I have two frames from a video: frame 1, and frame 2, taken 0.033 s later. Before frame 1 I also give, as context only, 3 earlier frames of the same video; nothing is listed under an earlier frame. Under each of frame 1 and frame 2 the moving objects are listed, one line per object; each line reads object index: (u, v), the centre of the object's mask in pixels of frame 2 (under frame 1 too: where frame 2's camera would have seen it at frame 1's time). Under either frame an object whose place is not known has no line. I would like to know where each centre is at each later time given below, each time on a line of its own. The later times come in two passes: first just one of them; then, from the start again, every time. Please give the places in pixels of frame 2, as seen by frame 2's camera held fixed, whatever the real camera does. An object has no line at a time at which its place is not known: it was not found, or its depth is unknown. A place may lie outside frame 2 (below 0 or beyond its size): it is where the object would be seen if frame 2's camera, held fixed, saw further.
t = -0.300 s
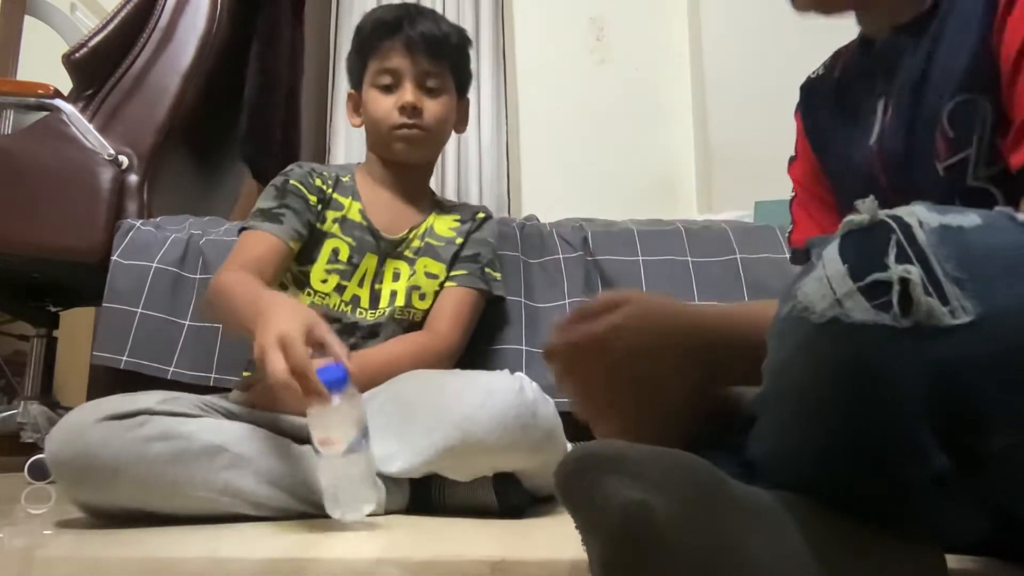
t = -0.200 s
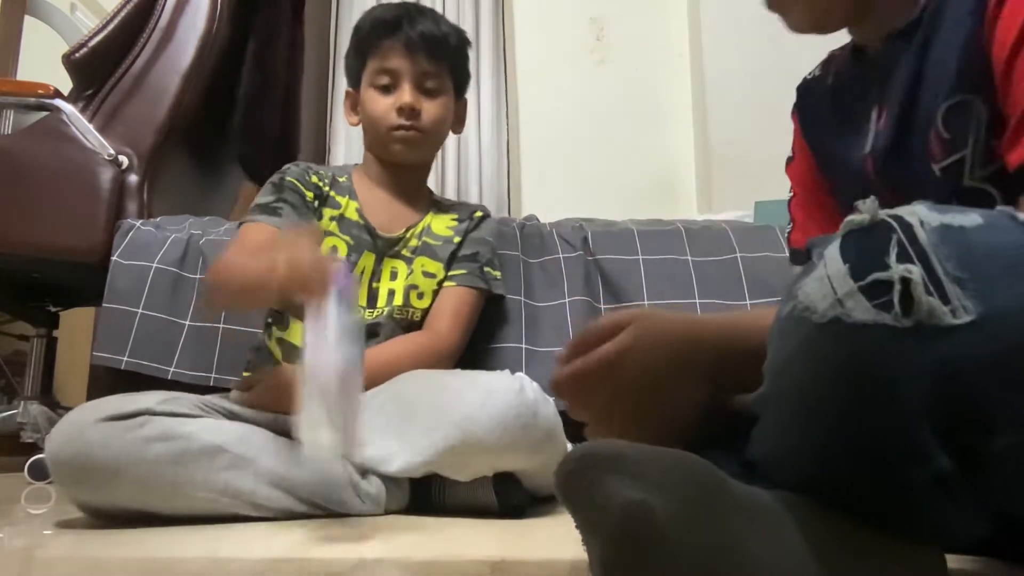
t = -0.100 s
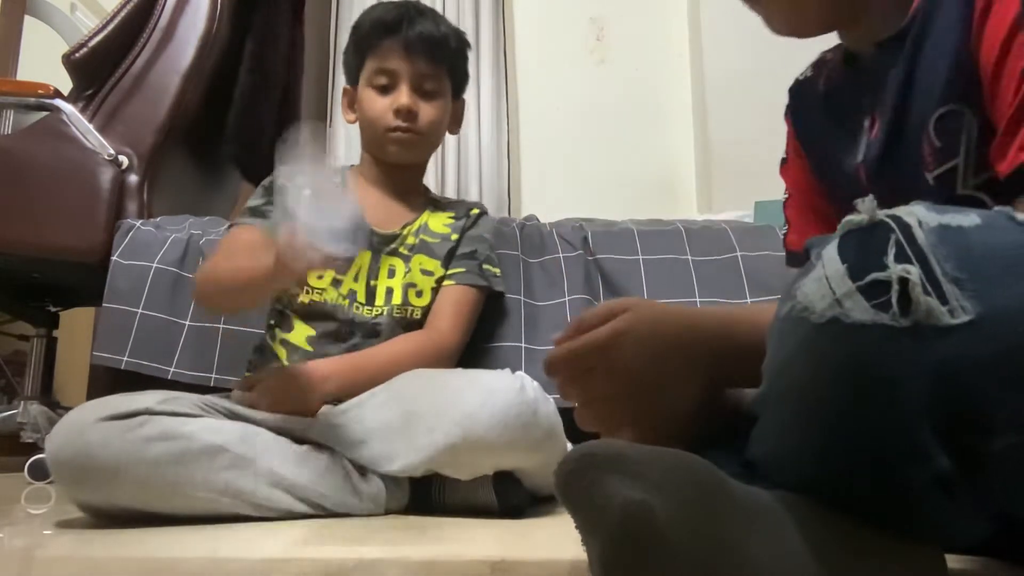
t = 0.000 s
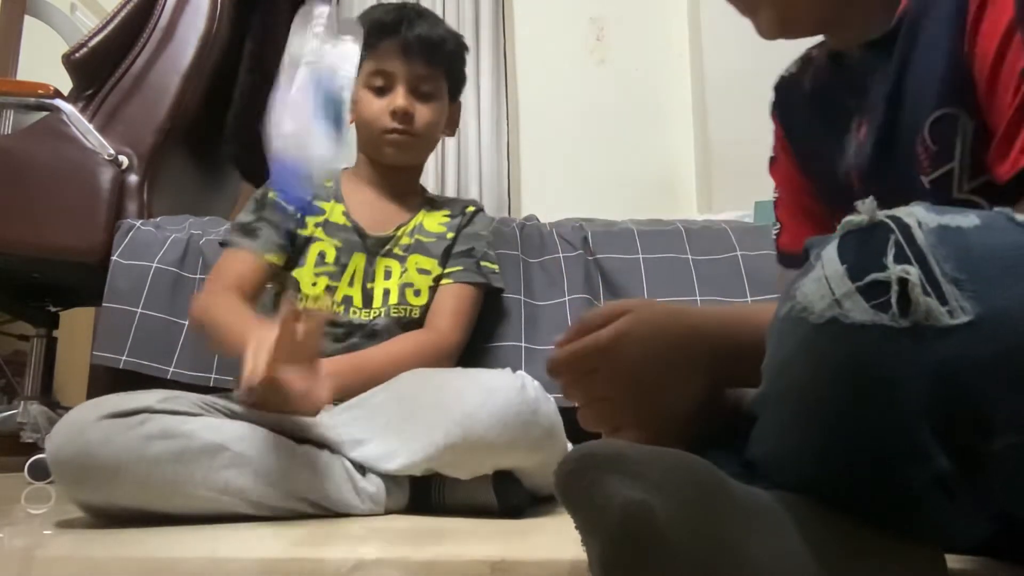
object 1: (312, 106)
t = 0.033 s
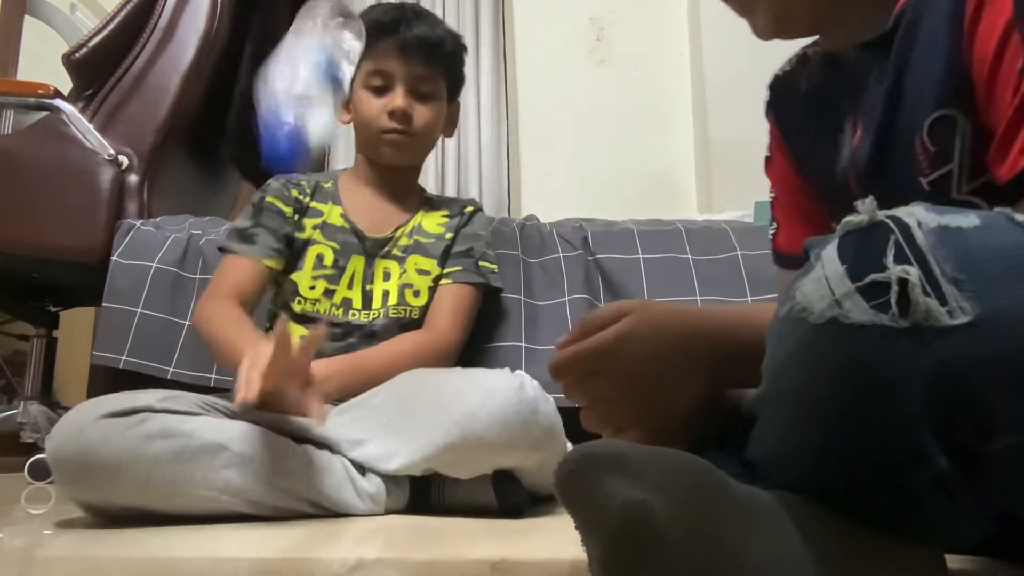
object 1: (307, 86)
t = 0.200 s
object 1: (292, 189)
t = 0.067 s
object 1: (303, 70)
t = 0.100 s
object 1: (306, 70)
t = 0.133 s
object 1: (301, 94)
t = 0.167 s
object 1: (296, 128)
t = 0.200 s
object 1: (292, 189)
